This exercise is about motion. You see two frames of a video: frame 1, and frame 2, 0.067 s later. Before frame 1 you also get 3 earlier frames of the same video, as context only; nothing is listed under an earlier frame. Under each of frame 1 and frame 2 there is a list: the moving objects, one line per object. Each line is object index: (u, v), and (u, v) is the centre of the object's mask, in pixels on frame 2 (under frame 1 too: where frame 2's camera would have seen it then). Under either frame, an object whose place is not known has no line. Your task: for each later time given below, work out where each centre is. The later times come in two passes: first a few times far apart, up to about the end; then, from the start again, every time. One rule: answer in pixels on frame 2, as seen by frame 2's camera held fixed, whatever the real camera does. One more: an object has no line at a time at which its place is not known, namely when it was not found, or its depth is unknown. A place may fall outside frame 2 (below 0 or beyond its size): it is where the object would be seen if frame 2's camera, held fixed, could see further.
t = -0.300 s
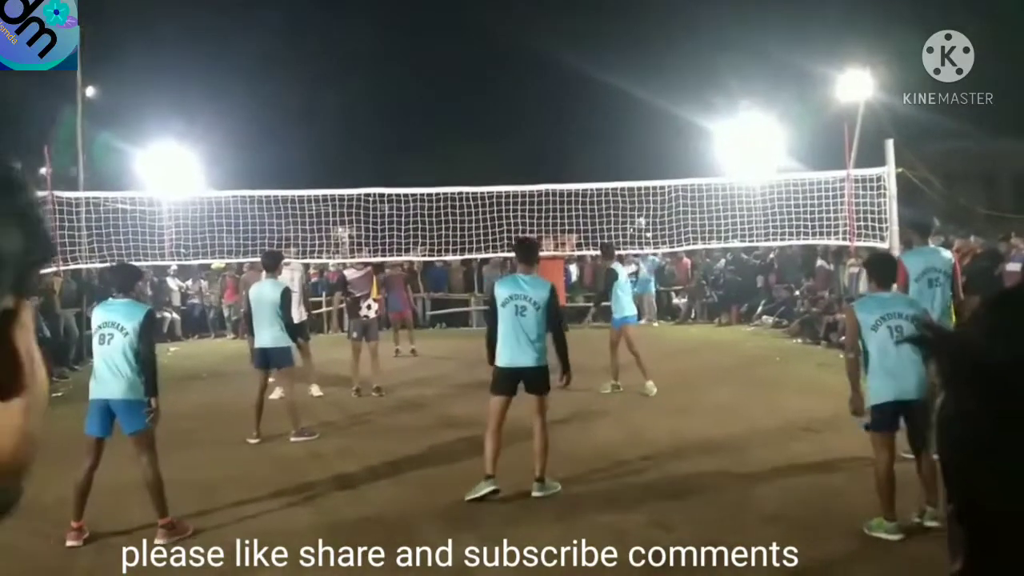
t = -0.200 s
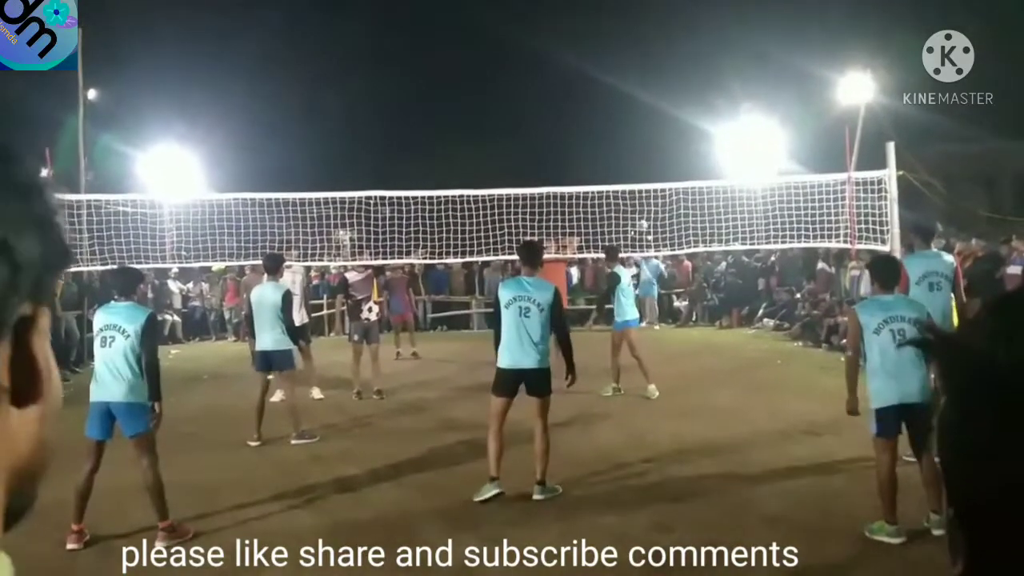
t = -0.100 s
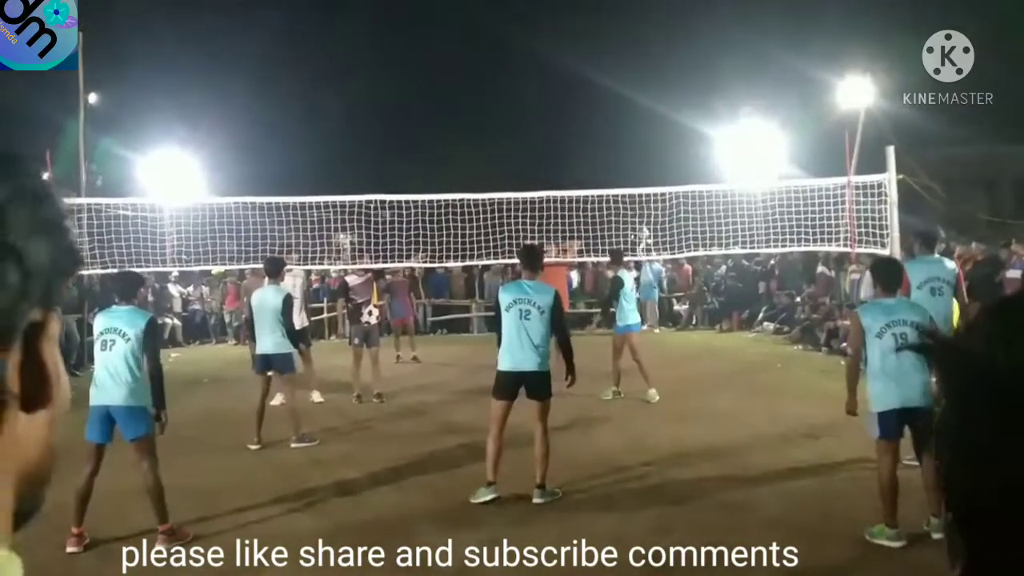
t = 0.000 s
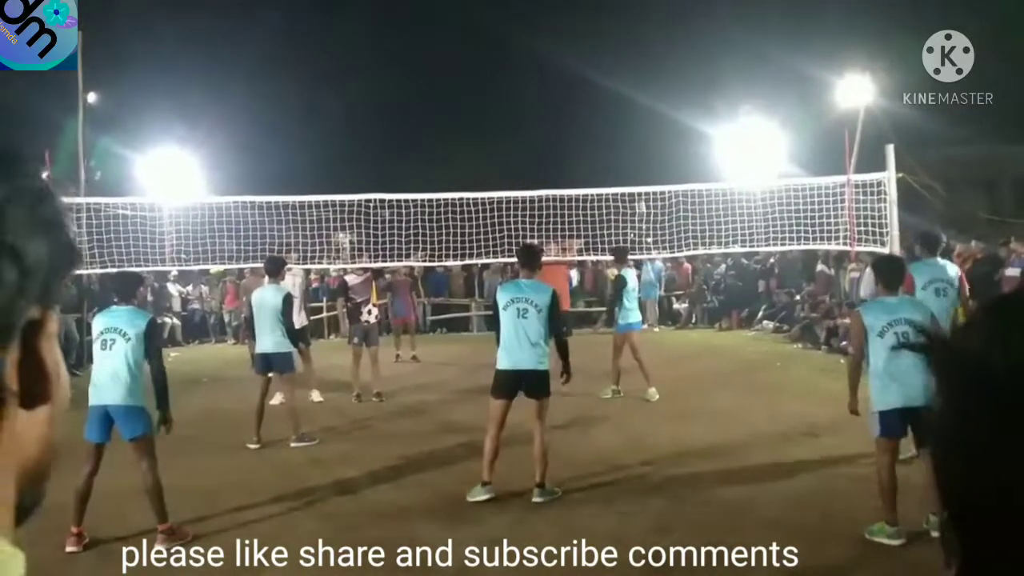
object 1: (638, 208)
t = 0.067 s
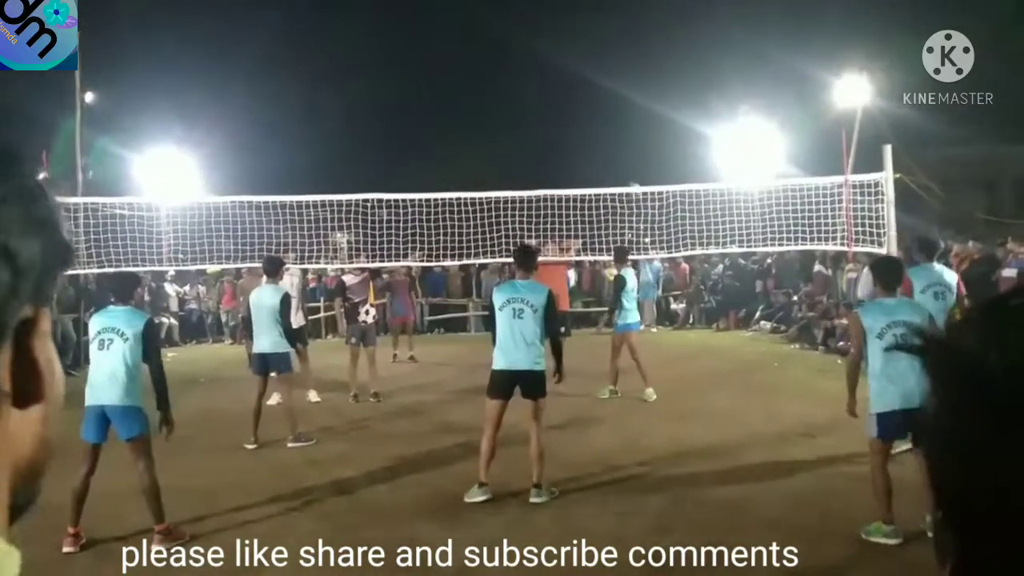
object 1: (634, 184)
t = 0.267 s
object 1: (621, 139)
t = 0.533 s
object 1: (602, 96)
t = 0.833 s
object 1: (575, 100)
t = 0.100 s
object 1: (632, 179)
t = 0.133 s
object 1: (630, 170)
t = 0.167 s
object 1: (627, 162)
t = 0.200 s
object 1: (625, 154)
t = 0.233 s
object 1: (623, 147)
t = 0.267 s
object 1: (621, 139)
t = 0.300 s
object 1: (619, 133)
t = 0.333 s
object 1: (617, 126)
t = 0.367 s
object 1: (614, 120)
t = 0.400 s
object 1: (611, 114)
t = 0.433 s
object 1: (609, 108)
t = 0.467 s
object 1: (607, 104)
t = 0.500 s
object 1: (604, 100)
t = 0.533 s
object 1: (602, 96)
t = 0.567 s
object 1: (599, 93)
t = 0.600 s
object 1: (597, 90)
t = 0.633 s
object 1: (594, 88)
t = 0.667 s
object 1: (591, 87)
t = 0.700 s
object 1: (588, 88)
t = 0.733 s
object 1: (584, 89)
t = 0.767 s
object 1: (581, 91)
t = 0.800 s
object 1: (578, 95)
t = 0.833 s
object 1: (575, 100)
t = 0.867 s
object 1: (572, 107)
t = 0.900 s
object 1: (570, 114)
